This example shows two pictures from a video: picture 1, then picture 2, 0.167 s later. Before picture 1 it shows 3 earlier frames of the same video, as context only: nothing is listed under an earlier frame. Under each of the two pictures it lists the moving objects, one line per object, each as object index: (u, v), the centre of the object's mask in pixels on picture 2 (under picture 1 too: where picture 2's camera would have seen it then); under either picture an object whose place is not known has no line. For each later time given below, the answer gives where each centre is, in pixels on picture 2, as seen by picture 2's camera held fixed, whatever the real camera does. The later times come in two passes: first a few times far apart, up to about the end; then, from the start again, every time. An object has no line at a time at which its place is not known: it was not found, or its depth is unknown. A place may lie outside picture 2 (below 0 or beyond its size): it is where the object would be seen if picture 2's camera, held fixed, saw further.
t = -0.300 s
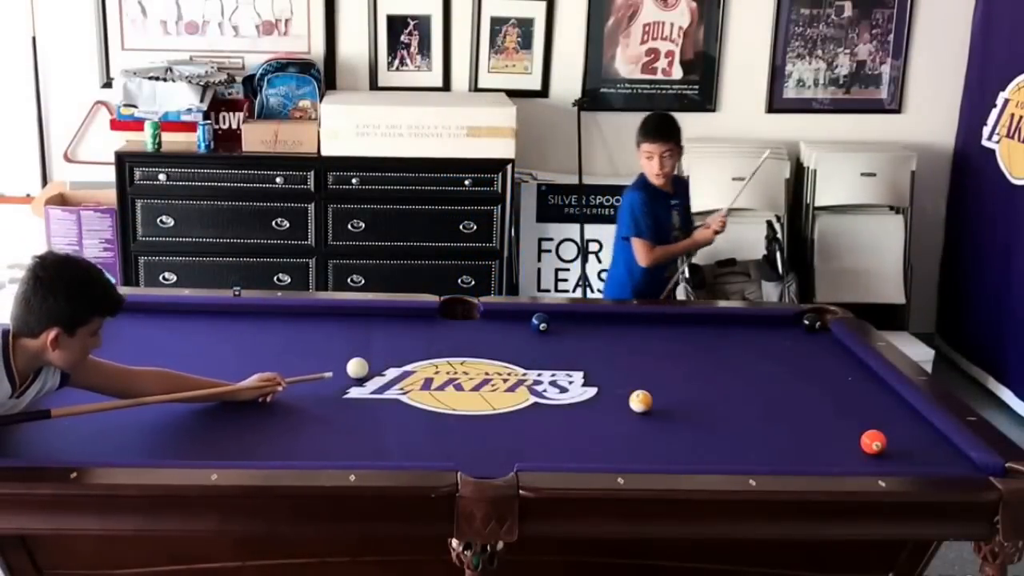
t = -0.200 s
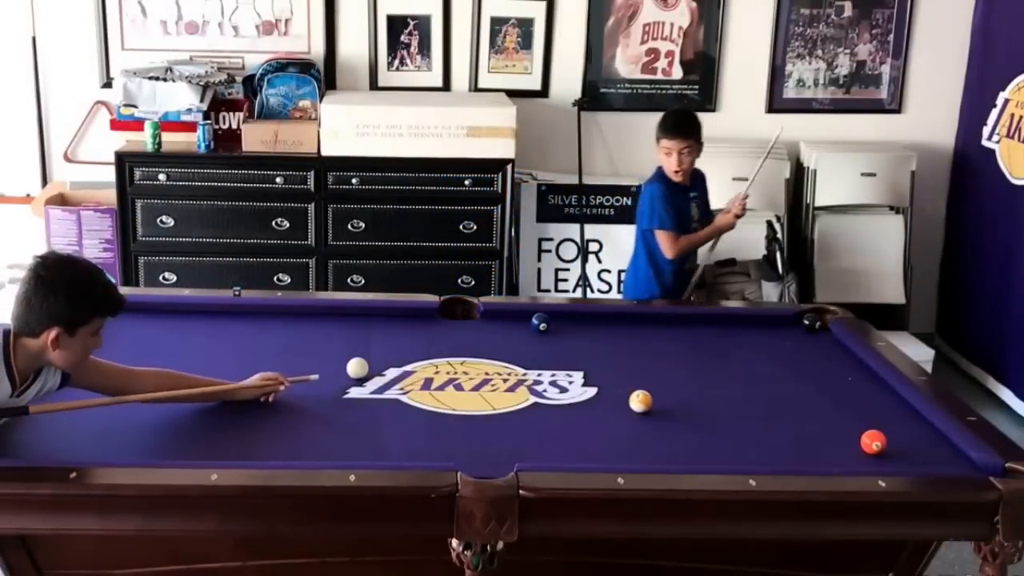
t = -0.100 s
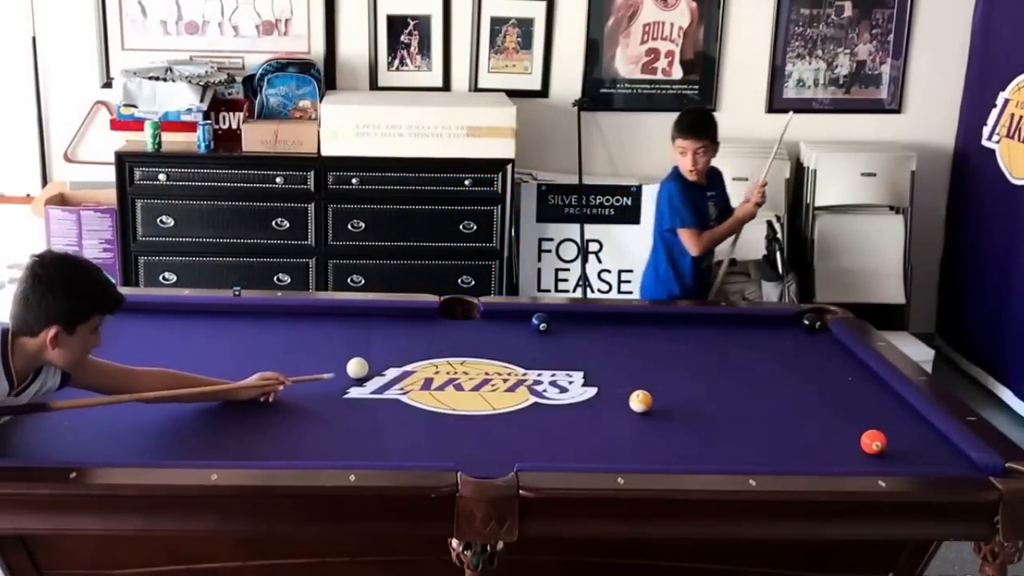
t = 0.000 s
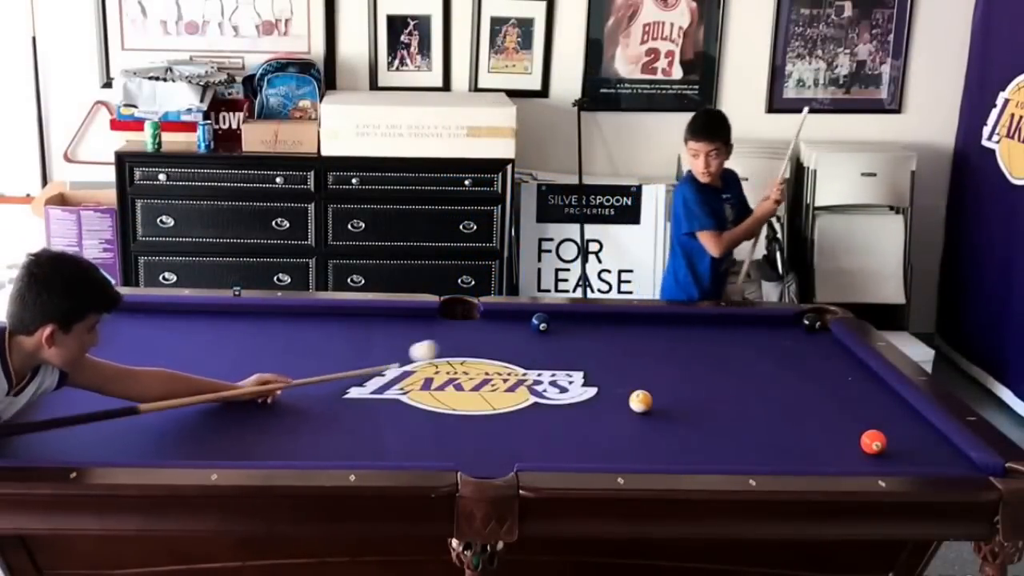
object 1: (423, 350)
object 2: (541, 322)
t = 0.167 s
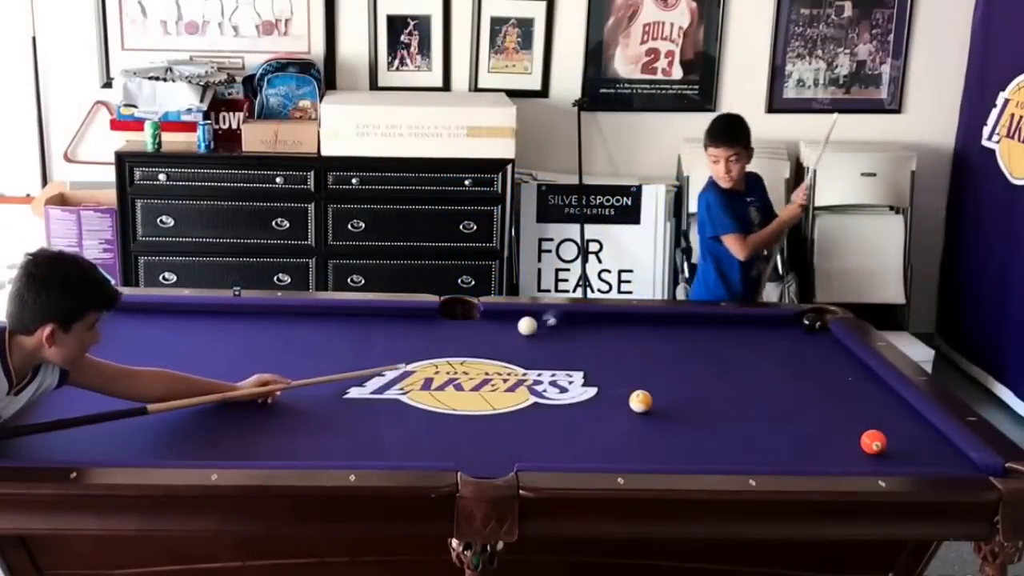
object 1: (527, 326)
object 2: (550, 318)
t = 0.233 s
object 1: (530, 327)
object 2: (581, 319)
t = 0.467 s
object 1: (539, 329)
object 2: (657, 345)
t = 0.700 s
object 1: (547, 331)
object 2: (732, 370)
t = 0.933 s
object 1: (554, 333)
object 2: (816, 397)
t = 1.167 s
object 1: (561, 334)
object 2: (908, 425)
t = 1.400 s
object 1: (567, 335)
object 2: (928, 449)
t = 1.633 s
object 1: (572, 336)
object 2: (894, 458)
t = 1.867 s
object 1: (577, 337)
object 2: (839, 446)
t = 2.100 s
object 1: (579, 337)
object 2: (789, 432)
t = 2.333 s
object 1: (581, 336)
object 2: (741, 418)
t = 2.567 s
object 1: (581, 336)
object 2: (695, 406)
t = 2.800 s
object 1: (581, 336)
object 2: (655, 393)
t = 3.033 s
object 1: (581, 336)
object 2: (613, 383)
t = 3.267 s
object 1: (581, 336)
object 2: (579, 374)
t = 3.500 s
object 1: (581, 336)
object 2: (545, 364)
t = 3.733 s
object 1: (581, 337)
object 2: (514, 355)
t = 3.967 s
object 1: (581, 337)
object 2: (486, 348)
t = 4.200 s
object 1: (581, 337)
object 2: (460, 339)
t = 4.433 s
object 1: (581, 337)
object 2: (436, 333)
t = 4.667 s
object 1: (581, 337)
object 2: (414, 327)
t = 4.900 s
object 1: (581, 337)
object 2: (393, 322)
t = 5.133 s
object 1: (581, 337)
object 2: (374, 315)
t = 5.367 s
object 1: (581, 337)
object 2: (358, 312)
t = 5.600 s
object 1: (581, 337)
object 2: (344, 312)
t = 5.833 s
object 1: (581, 337)
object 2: (333, 314)
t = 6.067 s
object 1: (581, 337)
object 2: (323, 315)
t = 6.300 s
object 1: (581, 336)
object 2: (315, 317)
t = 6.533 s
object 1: (581, 337)
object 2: (308, 317)
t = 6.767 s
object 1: (581, 337)
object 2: (302, 317)
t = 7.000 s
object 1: (581, 337)
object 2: (299, 318)
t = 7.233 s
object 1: (581, 337)
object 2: (297, 318)
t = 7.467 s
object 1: (581, 337)
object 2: (297, 318)
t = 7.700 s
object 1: (581, 337)
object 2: (297, 318)
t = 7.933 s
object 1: (581, 336)
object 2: (297, 317)
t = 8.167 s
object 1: (581, 336)
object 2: (297, 317)
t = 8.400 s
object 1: (581, 336)
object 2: (297, 317)
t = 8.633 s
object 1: (581, 336)
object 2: (297, 317)
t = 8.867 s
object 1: (581, 336)
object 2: (297, 317)
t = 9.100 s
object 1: (581, 336)
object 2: (297, 317)
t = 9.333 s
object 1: (581, 336)
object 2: (297, 317)
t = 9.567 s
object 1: (581, 337)
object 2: (297, 317)
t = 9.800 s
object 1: (581, 336)
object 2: (297, 317)
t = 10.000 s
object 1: (581, 336)
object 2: (297, 317)
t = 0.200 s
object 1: (528, 326)
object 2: (565, 316)
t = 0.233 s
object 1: (530, 327)
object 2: (581, 319)
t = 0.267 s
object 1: (531, 327)
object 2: (592, 322)
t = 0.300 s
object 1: (532, 327)
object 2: (603, 326)
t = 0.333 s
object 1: (533, 327)
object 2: (615, 331)
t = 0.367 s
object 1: (535, 328)
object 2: (625, 335)
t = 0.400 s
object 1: (536, 328)
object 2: (636, 339)
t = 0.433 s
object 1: (537, 328)
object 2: (646, 342)
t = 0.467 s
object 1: (539, 329)
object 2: (657, 345)
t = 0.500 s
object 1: (540, 329)
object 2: (666, 349)
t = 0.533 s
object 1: (541, 329)
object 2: (678, 352)
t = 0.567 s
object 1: (542, 330)
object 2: (688, 356)
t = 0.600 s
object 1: (543, 330)
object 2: (700, 359)
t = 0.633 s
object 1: (544, 330)
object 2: (709, 363)
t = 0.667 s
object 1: (546, 331)
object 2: (722, 367)
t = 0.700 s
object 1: (547, 331)
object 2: (732, 370)
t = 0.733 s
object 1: (548, 331)
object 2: (744, 373)
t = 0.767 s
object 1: (549, 332)
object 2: (755, 378)
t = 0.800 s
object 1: (550, 332)
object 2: (768, 382)
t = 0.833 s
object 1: (551, 332)
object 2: (779, 387)
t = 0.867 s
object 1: (552, 332)
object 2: (792, 389)
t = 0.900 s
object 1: (553, 333)
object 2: (805, 394)
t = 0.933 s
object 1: (554, 333)
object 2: (816, 397)
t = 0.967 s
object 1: (555, 333)
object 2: (830, 402)
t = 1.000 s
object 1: (556, 333)
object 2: (842, 405)
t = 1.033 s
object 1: (557, 333)
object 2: (855, 408)
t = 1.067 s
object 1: (558, 334)
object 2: (865, 413)
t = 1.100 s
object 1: (559, 334)
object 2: (881, 417)
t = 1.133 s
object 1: (560, 334)
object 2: (895, 421)
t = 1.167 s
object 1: (561, 334)
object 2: (908, 425)
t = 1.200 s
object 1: (562, 334)
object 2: (923, 430)
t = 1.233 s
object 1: (563, 334)
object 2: (936, 433)
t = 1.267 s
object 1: (564, 335)
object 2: (937, 437)
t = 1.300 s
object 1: (565, 335)
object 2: (934, 440)
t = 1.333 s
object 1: (566, 335)
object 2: (930, 444)
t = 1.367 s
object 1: (566, 335)
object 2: (928, 448)
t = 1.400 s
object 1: (567, 335)
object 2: (928, 449)
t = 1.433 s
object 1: (568, 335)
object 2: (926, 453)
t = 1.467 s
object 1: (569, 336)
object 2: (924, 456)
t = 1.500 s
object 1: (569, 336)
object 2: (921, 459)
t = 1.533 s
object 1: (570, 336)
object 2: (920, 462)
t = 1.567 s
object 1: (571, 336)
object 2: (911, 460)
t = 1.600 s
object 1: (572, 336)
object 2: (901, 459)
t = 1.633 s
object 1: (572, 336)
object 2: (894, 458)
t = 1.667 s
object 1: (573, 336)
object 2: (888, 457)
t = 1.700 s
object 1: (573, 336)
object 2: (880, 456)
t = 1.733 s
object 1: (574, 336)
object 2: (872, 454)
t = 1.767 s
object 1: (575, 336)
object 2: (866, 453)
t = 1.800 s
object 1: (575, 336)
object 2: (856, 450)
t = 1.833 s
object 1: (576, 336)
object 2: (847, 448)
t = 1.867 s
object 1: (577, 337)
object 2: (839, 446)
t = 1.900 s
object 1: (577, 336)
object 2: (832, 443)
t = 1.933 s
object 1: (577, 336)
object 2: (825, 441)
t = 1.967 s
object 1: (578, 336)
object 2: (818, 439)
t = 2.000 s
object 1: (578, 336)
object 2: (810, 437)
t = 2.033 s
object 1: (579, 337)
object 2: (803, 435)
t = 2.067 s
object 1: (579, 337)
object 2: (796, 433)
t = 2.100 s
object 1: (579, 337)
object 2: (789, 432)
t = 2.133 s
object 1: (580, 337)
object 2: (780, 430)
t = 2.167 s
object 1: (580, 337)
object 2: (774, 428)
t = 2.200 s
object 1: (580, 337)
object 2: (767, 425)
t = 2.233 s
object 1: (580, 336)
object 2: (761, 423)
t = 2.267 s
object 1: (580, 336)
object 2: (754, 422)
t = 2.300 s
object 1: (580, 336)
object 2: (747, 420)
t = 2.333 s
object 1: (581, 336)
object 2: (741, 418)
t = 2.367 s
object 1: (581, 336)
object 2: (733, 415)
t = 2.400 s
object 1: (581, 337)
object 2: (726, 414)
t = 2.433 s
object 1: (581, 336)
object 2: (720, 413)
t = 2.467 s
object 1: (581, 336)
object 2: (714, 411)
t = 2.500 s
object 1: (581, 336)
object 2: (707, 409)
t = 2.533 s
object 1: (581, 336)
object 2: (701, 407)
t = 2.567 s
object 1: (581, 336)
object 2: (695, 406)
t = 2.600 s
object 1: (581, 336)
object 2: (689, 405)
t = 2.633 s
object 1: (581, 336)
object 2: (682, 403)
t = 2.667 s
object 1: (581, 336)
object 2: (676, 401)
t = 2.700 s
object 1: (581, 336)
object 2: (669, 399)
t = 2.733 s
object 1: (581, 336)
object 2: (664, 399)
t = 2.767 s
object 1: (581, 336)
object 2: (660, 397)
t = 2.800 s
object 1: (581, 336)
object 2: (655, 393)
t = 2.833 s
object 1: (581, 336)
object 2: (649, 389)
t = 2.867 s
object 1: (581, 336)
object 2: (641, 386)
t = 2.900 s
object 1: (581, 336)
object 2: (635, 385)
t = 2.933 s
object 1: (581, 336)
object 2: (629, 385)
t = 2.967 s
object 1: (581, 337)
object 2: (624, 385)
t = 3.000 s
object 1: (581, 337)
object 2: (619, 385)
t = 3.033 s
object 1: (581, 336)
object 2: (613, 383)
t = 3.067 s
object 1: (581, 336)
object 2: (608, 382)
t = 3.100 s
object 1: (581, 337)
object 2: (603, 380)
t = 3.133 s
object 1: (581, 336)
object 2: (598, 378)
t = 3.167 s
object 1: (581, 336)
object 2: (594, 377)
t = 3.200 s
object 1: (581, 337)
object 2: (589, 376)
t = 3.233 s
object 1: (581, 336)
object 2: (583, 375)
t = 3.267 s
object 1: (581, 336)
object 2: (579, 374)
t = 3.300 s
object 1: (581, 336)
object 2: (573, 372)
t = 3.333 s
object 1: (581, 336)
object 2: (568, 371)
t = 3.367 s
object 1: (581, 336)
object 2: (563, 369)
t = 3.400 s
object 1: (581, 336)
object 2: (559, 368)
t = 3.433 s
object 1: (581, 337)
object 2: (554, 366)
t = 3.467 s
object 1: (581, 337)
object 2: (549, 366)
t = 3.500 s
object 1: (581, 336)
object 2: (545, 364)
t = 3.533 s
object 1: (581, 336)
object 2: (540, 363)
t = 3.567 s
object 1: (581, 337)
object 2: (535, 361)
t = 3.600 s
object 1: (581, 336)
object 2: (531, 360)
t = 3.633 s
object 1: (581, 336)
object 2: (527, 359)
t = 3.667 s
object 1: (581, 337)
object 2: (523, 358)
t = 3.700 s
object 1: (581, 337)
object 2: (518, 356)
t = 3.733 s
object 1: (581, 337)
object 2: (514, 355)
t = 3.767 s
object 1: (581, 337)
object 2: (510, 354)
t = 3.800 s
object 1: (581, 337)
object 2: (505, 353)
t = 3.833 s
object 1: (581, 336)
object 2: (502, 352)
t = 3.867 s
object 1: (581, 336)
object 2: (498, 352)
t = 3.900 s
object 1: (581, 336)
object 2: (495, 350)
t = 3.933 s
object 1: (581, 337)
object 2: (490, 349)
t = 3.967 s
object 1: (581, 337)
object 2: (486, 348)
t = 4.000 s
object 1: (581, 337)
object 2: (482, 347)
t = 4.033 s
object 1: (581, 337)
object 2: (478, 346)
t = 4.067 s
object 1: (581, 337)
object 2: (476, 345)
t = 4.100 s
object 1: (581, 337)
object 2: (472, 344)
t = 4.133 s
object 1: (581, 337)
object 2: (468, 342)
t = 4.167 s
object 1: (581, 337)
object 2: (464, 340)
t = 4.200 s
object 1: (581, 337)
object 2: (460, 339)
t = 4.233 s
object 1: (581, 337)
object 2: (456, 339)
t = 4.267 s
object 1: (581, 337)
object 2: (453, 338)
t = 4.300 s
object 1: (581, 337)
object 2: (450, 337)
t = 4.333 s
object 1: (581, 337)
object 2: (446, 336)
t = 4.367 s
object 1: (581, 337)
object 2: (443, 334)
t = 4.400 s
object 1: (581, 337)
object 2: (440, 334)
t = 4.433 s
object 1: (581, 337)
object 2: (436, 333)
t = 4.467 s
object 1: (581, 337)
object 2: (433, 332)
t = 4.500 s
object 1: (581, 337)
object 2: (430, 332)
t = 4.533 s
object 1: (581, 337)
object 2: (427, 331)
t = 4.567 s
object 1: (581, 337)
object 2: (423, 330)
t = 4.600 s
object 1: (581, 337)
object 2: (420, 329)
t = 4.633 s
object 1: (581, 337)
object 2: (417, 328)
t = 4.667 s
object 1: (581, 337)
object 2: (414, 327)
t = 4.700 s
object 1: (581, 337)
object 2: (411, 326)
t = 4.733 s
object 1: (581, 337)
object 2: (408, 326)
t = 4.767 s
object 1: (581, 337)
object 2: (404, 325)
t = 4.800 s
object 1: (581, 337)
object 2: (402, 324)
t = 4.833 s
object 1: (581, 337)
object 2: (399, 323)
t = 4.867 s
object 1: (581, 337)
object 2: (396, 322)
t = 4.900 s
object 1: (581, 337)
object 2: (393, 322)
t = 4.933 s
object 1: (581, 337)
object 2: (391, 321)
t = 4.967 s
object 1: (581, 337)
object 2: (388, 320)
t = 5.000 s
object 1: (581, 337)
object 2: (385, 319)
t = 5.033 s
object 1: (581, 337)
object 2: (382, 319)
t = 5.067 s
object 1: (581, 337)
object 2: (380, 318)
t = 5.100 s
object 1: (581, 337)
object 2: (378, 317)
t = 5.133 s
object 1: (581, 337)
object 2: (374, 315)
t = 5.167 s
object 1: (581, 337)
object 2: (371, 315)
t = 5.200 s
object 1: (581, 337)
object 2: (368, 314)
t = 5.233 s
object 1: (581, 337)
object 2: (366, 314)
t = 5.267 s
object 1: (581, 337)
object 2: (364, 313)
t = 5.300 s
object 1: (581, 337)
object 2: (361, 312)
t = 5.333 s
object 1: (581, 337)
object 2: (360, 312)
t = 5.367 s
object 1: (581, 337)
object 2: (358, 312)
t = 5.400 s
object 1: (581, 337)
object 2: (356, 311)
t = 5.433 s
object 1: (581, 337)
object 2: (354, 312)
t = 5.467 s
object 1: (581, 337)
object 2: (351, 311)
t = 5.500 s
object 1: (581, 337)
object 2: (349, 312)
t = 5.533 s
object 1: (581, 337)
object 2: (347, 312)
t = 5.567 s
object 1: (581, 337)
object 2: (345, 312)
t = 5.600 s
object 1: (581, 337)
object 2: (344, 312)
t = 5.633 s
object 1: (581, 337)
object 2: (342, 312)
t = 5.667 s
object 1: (581, 337)
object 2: (340, 313)
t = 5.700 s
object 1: (581, 337)
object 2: (339, 313)
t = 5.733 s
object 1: (581, 337)
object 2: (338, 313)
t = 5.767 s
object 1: (581, 337)
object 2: (336, 314)
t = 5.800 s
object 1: (581, 337)
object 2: (334, 314)
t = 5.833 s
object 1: (581, 337)
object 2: (333, 314)
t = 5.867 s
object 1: (581, 337)
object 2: (332, 314)
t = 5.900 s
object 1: (581, 337)
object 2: (330, 314)
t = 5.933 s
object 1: (581, 337)
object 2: (329, 314)
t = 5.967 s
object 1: (581, 337)
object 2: (327, 314)
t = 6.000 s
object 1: (581, 337)
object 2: (326, 315)
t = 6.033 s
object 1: (581, 337)
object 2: (324, 315)
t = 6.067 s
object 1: (581, 337)
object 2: (323, 315)
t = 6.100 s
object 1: (581, 337)
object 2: (322, 315)
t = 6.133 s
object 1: (581, 337)
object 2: (321, 315)
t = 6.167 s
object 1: (581, 337)
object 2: (319, 316)
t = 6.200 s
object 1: (581, 337)
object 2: (318, 316)
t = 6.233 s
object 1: (581, 336)
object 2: (317, 316)
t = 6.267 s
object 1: (581, 336)
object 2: (316, 316)
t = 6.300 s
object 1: (581, 336)
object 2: (315, 317)
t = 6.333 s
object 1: (581, 336)
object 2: (314, 317)
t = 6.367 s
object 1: (581, 336)
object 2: (313, 317)
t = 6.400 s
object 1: (581, 337)
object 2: (312, 317)
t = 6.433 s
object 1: (581, 337)
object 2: (311, 317)
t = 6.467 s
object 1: (581, 337)
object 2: (310, 317)
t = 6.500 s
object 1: (581, 337)
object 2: (309, 317)
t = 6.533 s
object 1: (581, 337)
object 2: (308, 317)
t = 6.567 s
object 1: (581, 337)
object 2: (307, 317)
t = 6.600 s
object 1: (581, 337)
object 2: (306, 317)
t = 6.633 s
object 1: (581, 337)
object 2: (305, 317)
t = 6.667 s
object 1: (581, 337)
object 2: (304, 317)
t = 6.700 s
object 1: (581, 337)
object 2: (304, 317)
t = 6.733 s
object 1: (581, 337)
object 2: (303, 317)
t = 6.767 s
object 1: (581, 337)
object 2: (302, 317)
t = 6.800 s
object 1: (581, 337)
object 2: (301, 317)
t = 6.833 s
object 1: (581, 336)
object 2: (301, 317)
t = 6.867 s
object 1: (581, 337)
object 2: (300, 317)
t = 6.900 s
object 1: (581, 337)
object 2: (300, 318)
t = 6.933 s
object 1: (581, 337)
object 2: (299, 318)
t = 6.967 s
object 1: (581, 337)
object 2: (299, 318)
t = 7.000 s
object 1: (581, 337)
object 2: (299, 318)
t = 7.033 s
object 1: (581, 337)
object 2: (298, 318)
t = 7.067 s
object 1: (581, 337)
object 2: (298, 318)
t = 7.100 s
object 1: (581, 337)
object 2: (298, 318)
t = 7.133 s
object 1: (581, 337)
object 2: (297, 318)
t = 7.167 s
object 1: (581, 337)
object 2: (297, 318)
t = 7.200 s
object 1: (581, 336)
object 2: (297, 318)
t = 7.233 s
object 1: (581, 337)
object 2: (297, 318)
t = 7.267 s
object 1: (581, 336)
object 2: (297, 318)
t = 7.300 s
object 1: (581, 336)
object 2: (297, 318)
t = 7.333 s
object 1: (581, 337)
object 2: (297, 318)
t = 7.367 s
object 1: (581, 336)
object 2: (297, 318)
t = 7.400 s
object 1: (581, 336)
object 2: (297, 318)
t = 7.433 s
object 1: (581, 336)
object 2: (297, 318)
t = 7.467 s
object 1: (581, 337)
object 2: (297, 318)
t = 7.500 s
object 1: (581, 337)
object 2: (297, 318)
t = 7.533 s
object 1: (581, 337)
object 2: (297, 318)
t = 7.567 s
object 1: (581, 337)
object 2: (297, 318)
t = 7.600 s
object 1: (581, 337)
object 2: (297, 318)
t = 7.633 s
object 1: (581, 336)
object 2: (297, 318)
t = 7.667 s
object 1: (581, 337)
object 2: (297, 318)
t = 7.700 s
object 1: (581, 337)
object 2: (297, 318)
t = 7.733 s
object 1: (581, 336)
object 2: (297, 318)
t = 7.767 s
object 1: (581, 336)
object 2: (297, 318)
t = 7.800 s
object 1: (581, 336)
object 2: (297, 318)
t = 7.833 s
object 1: (581, 336)
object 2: (297, 318)
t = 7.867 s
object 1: (581, 336)
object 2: (297, 318)
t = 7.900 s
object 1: (581, 336)
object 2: (297, 317)
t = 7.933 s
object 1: (581, 336)
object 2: (297, 317)
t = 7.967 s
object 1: (581, 336)
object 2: (297, 317)
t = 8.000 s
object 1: (581, 336)
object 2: (297, 317)
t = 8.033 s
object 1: (581, 336)
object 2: (297, 317)
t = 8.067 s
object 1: (581, 336)
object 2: (297, 317)
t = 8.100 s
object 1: (581, 336)
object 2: (297, 317)
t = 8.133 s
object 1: (581, 336)
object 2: (297, 317)
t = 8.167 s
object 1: (581, 336)
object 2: (297, 317)
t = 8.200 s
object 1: (581, 336)
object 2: (297, 317)
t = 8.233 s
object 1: (581, 336)
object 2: (297, 317)
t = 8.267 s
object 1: (581, 336)
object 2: (297, 317)
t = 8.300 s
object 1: (581, 336)
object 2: (297, 317)
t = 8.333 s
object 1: (581, 336)
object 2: (297, 317)
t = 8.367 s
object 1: (581, 336)
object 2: (297, 317)
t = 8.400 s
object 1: (581, 336)
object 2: (297, 317)
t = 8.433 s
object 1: (581, 336)
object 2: (297, 317)
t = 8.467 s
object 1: (581, 336)
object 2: (297, 317)
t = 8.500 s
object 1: (581, 336)
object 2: (297, 317)
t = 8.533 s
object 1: (581, 336)
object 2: (297, 317)
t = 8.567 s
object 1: (581, 336)
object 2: (297, 317)
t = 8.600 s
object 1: (581, 336)
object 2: (297, 317)
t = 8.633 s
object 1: (581, 336)
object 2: (297, 317)
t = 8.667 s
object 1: (581, 336)
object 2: (297, 317)
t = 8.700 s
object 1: (581, 336)
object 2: (297, 317)
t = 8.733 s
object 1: (581, 336)
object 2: (297, 317)
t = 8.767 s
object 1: (581, 336)
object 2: (297, 317)
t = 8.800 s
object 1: (581, 336)
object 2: (297, 317)
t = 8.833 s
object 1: (581, 336)
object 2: (297, 317)
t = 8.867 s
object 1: (581, 336)
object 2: (297, 317)
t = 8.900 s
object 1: (581, 336)
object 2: (297, 317)
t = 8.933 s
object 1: (581, 336)
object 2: (297, 317)
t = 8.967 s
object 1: (581, 336)
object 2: (297, 317)
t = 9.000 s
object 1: (581, 336)
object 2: (297, 317)
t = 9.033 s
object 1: (581, 336)
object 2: (297, 317)
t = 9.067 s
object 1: (581, 336)
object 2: (297, 317)
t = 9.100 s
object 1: (581, 336)
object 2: (297, 317)
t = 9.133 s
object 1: (581, 336)
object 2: (297, 317)
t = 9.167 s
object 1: (581, 336)
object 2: (297, 317)
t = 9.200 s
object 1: (581, 336)
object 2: (297, 317)
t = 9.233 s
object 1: (581, 336)
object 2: (297, 317)
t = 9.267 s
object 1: (581, 336)
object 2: (297, 317)
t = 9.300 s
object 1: (581, 336)
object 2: (297, 317)
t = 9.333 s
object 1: (581, 336)
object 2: (297, 317)
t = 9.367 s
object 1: (581, 337)
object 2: (297, 317)
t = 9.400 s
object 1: (581, 337)
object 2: (297, 317)
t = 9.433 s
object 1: (581, 337)
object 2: (297, 317)
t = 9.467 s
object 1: (581, 337)
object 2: (297, 317)
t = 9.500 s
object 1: (581, 337)
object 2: (297, 317)
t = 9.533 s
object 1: (581, 337)
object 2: (297, 317)
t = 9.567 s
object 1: (581, 337)
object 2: (297, 317)
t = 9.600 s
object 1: (581, 336)
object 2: (297, 317)
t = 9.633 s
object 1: (581, 336)
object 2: (297, 317)
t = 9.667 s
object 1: (581, 336)
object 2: (297, 317)
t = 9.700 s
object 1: (581, 336)
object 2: (297, 317)
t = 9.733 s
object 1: (581, 336)
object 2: (297, 317)
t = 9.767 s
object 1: (581, 336)
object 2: (297, 317)
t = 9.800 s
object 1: (581, 336)
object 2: (297, 317)
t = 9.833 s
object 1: (581, 336)
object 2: (297, 317)
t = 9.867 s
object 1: (581, 337)
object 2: (297, 317)
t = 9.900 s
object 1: (581, 336)
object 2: (297, 317)
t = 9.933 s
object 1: (581, 336)
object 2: (297, 317)
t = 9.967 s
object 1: (581, 336)
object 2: (297, 317)
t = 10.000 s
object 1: (581, 336)
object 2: (297, 317)
